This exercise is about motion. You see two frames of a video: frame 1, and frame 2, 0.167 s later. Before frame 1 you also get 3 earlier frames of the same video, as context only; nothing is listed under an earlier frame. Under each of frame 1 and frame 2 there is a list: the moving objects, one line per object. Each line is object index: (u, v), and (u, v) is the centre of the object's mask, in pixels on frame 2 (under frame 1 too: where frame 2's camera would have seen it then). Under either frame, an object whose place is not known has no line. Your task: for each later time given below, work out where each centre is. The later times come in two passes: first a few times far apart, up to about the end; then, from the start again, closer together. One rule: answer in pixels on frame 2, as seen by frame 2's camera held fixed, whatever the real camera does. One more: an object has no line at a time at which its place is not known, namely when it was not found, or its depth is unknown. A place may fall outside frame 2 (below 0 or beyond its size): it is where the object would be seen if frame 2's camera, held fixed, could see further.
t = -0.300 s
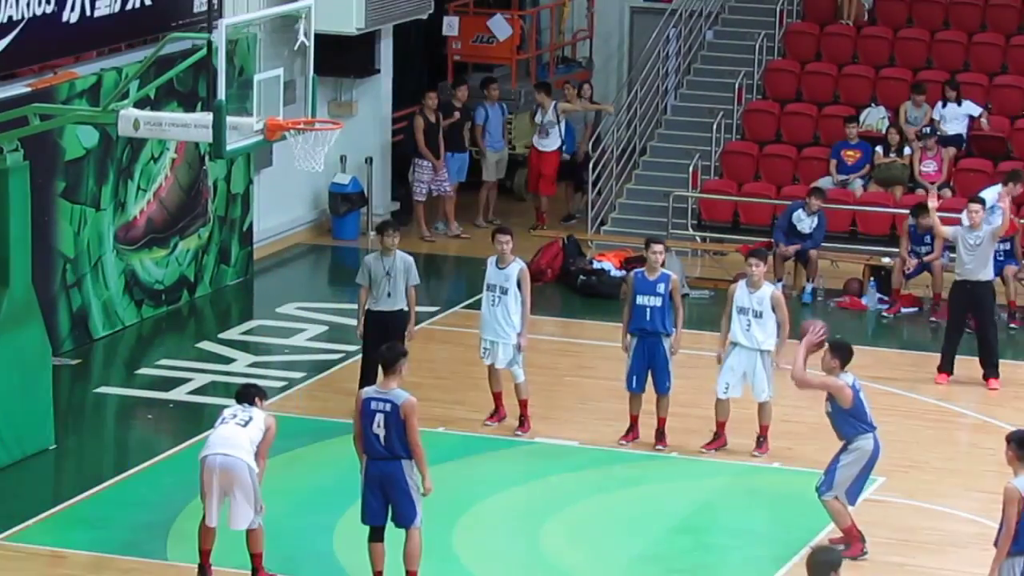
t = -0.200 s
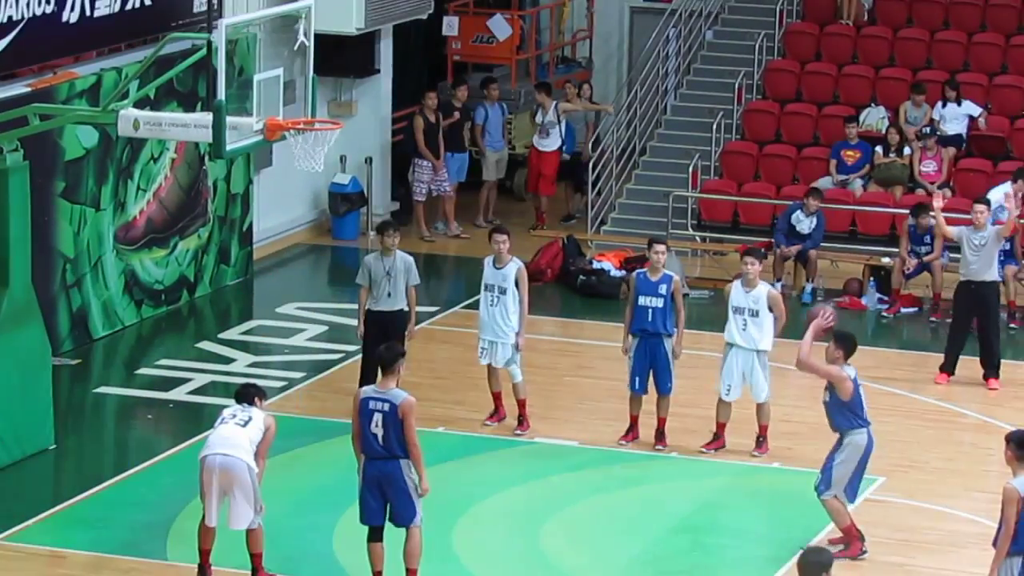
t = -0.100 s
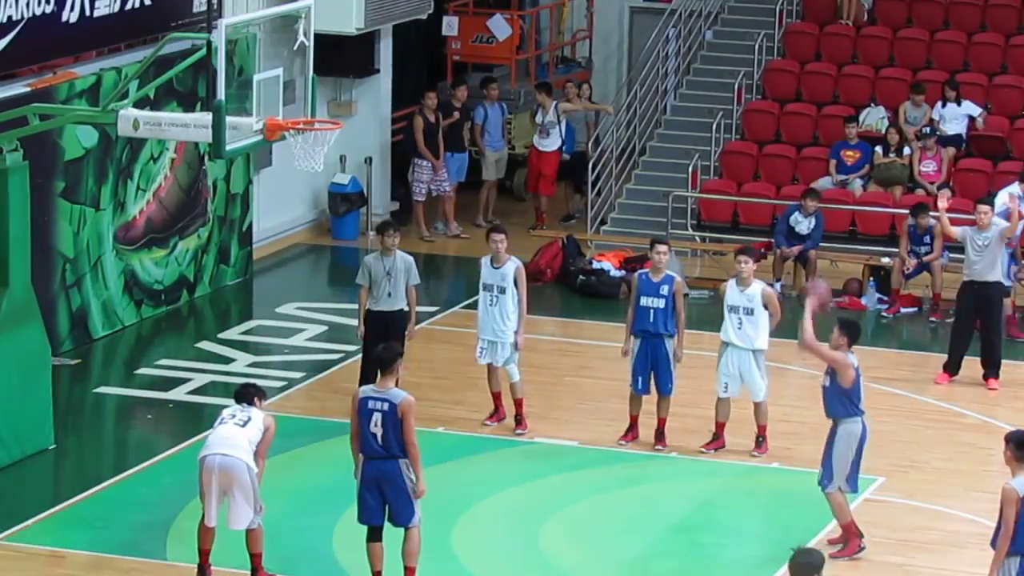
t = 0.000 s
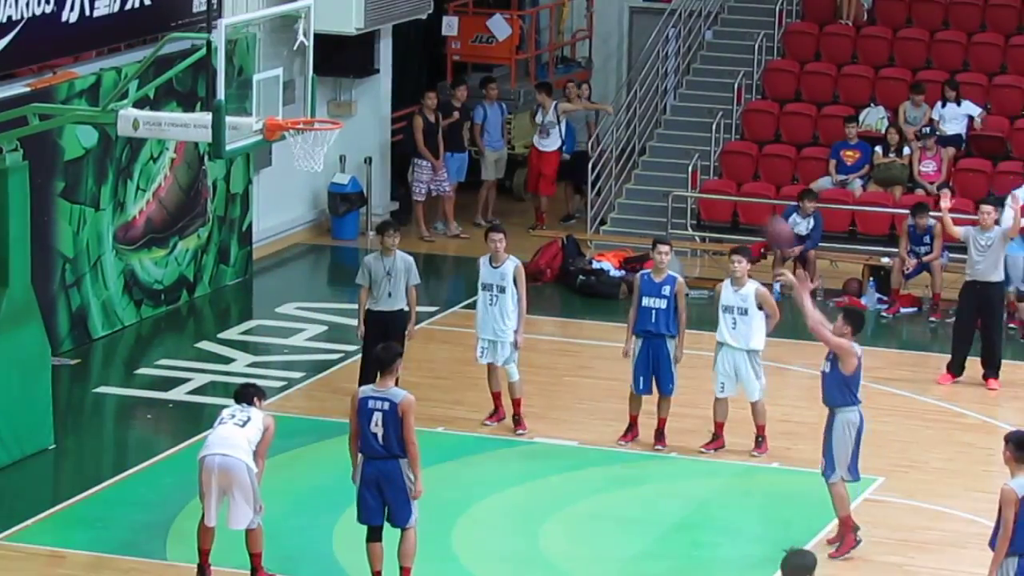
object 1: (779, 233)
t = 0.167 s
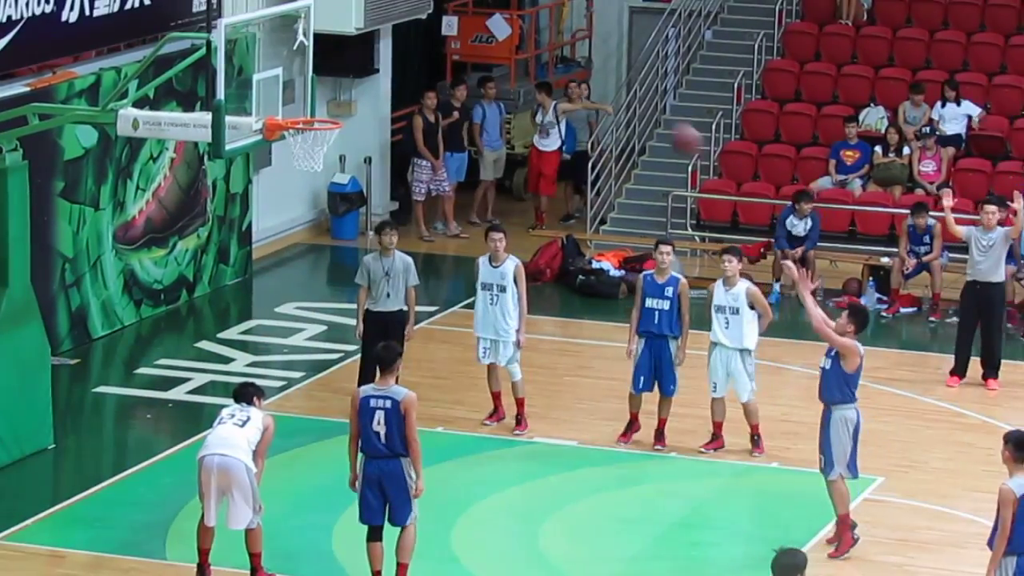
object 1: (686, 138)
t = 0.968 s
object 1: (319, 156)
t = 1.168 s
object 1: (349, 188)
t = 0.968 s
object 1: (319, 156)
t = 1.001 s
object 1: (325, 164)
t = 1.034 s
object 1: (331, 166)
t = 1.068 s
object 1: (335, 169)
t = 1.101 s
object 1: (339, 174)
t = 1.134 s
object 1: (345, 181)
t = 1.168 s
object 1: (349, 188)
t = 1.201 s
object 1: (353, 197)
